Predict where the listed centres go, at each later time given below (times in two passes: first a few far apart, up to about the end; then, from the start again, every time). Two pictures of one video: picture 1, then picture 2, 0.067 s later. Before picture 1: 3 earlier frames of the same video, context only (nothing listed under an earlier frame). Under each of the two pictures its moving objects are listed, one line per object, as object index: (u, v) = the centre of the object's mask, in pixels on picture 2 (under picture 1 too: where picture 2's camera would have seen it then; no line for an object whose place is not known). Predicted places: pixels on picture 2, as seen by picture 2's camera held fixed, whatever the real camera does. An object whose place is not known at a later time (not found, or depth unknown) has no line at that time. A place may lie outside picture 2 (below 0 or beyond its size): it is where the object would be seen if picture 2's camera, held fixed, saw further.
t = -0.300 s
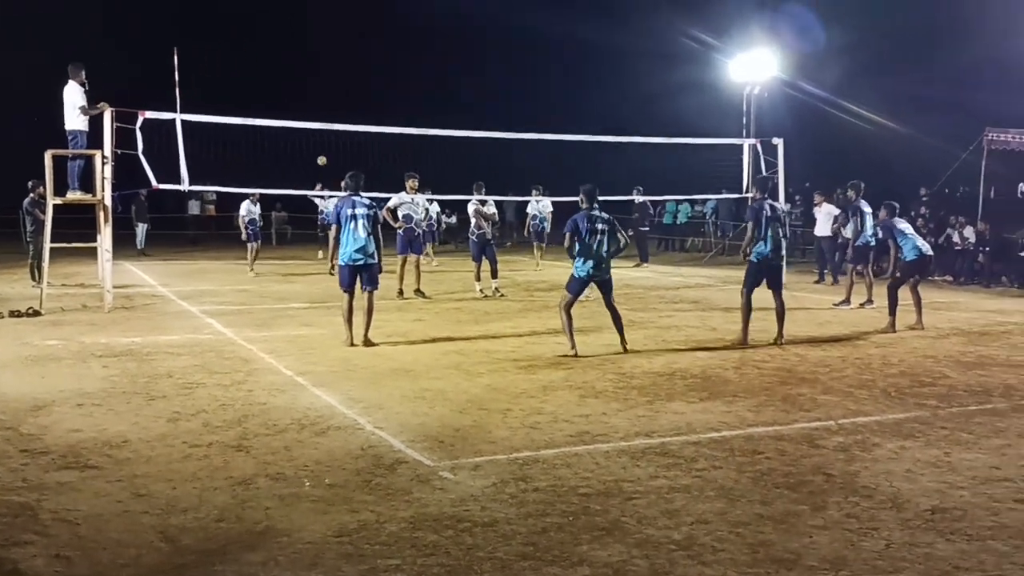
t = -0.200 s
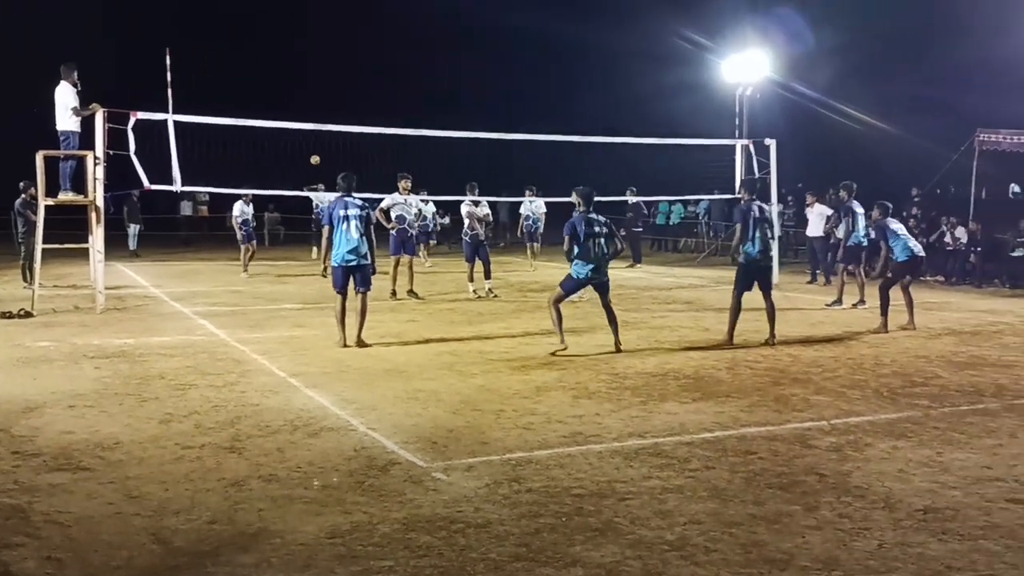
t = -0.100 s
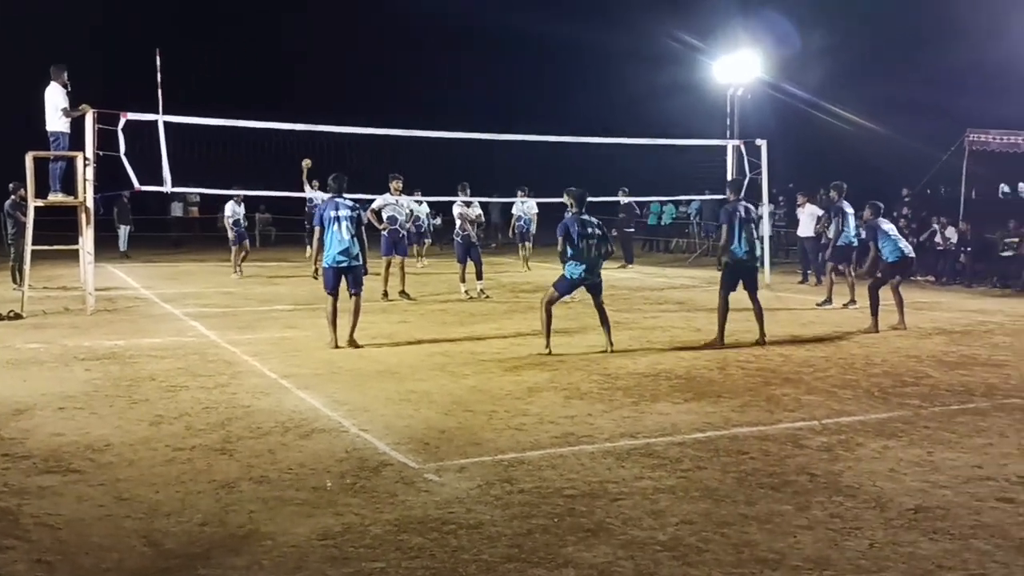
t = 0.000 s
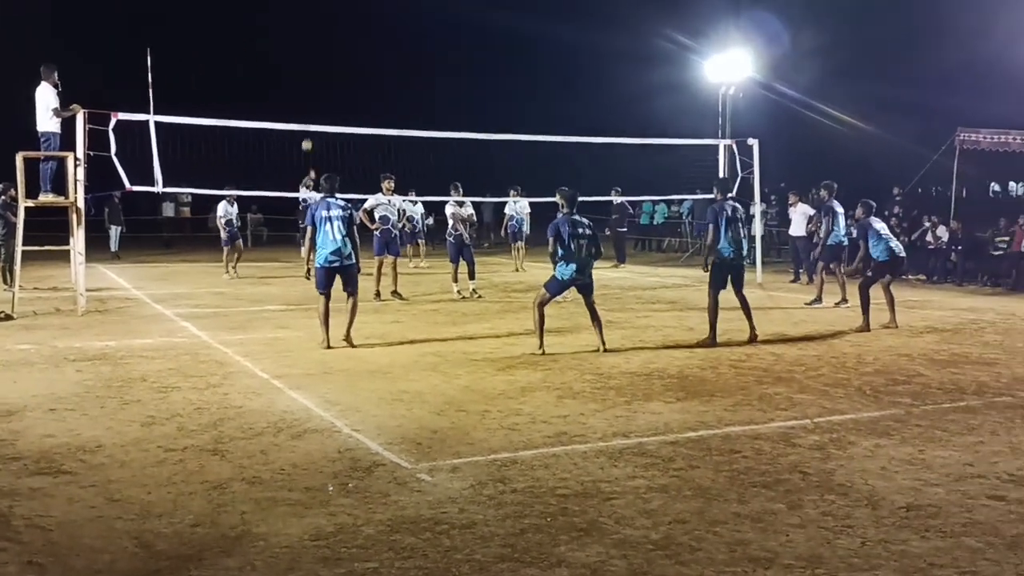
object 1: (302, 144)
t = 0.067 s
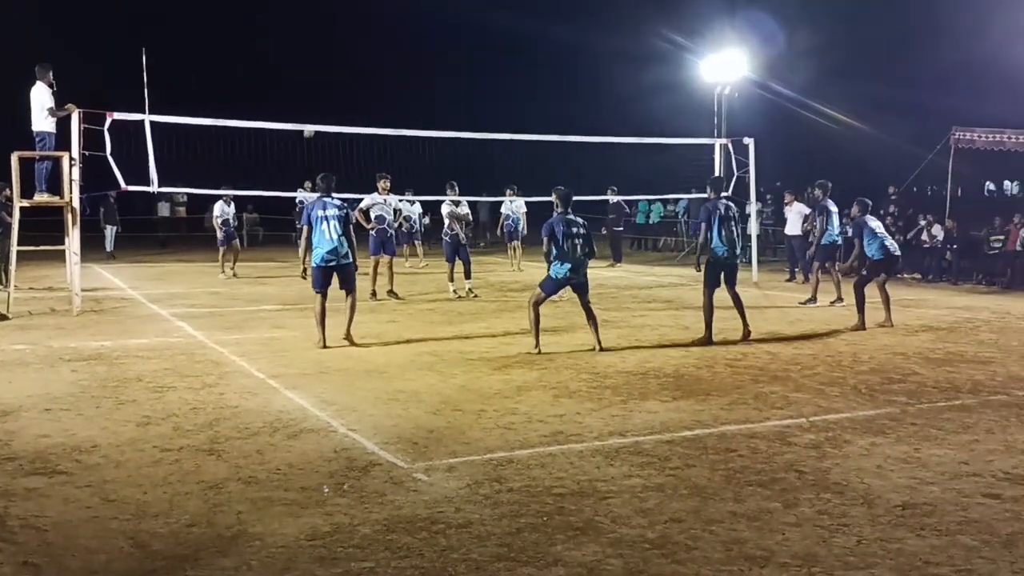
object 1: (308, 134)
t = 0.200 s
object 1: (323, 109)
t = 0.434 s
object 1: (352, 83)
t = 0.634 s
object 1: (385, 85)
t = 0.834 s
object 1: (430, 115)
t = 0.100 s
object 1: (312, 122)
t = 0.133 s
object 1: (316, 119)
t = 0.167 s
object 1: (319, 114)
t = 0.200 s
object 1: (323, 109)
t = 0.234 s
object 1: (326, 104)
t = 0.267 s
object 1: (330, 100)
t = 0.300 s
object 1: (335, 96)
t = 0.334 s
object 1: (339, 92)
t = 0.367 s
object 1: (343, 89)
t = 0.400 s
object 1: (348, 86)
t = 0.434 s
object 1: (352, 83)
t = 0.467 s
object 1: (357, 82)
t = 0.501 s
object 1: (362, 81)
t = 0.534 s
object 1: (367, 81)
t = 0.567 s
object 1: (373, 82)
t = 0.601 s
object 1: (379, 83)
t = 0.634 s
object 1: (385, 85)
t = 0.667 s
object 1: (392, 88)
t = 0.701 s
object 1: (399, 92)
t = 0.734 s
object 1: (406, 96)
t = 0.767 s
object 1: (414, 102)
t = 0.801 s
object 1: (422, 108)
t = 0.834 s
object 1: (430, 115)
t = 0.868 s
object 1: (438, 123)
